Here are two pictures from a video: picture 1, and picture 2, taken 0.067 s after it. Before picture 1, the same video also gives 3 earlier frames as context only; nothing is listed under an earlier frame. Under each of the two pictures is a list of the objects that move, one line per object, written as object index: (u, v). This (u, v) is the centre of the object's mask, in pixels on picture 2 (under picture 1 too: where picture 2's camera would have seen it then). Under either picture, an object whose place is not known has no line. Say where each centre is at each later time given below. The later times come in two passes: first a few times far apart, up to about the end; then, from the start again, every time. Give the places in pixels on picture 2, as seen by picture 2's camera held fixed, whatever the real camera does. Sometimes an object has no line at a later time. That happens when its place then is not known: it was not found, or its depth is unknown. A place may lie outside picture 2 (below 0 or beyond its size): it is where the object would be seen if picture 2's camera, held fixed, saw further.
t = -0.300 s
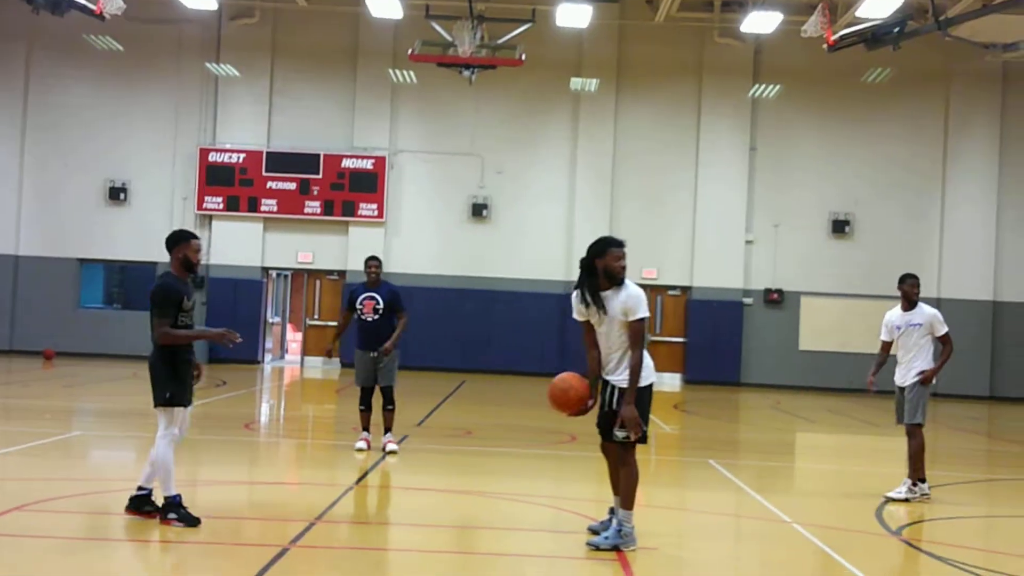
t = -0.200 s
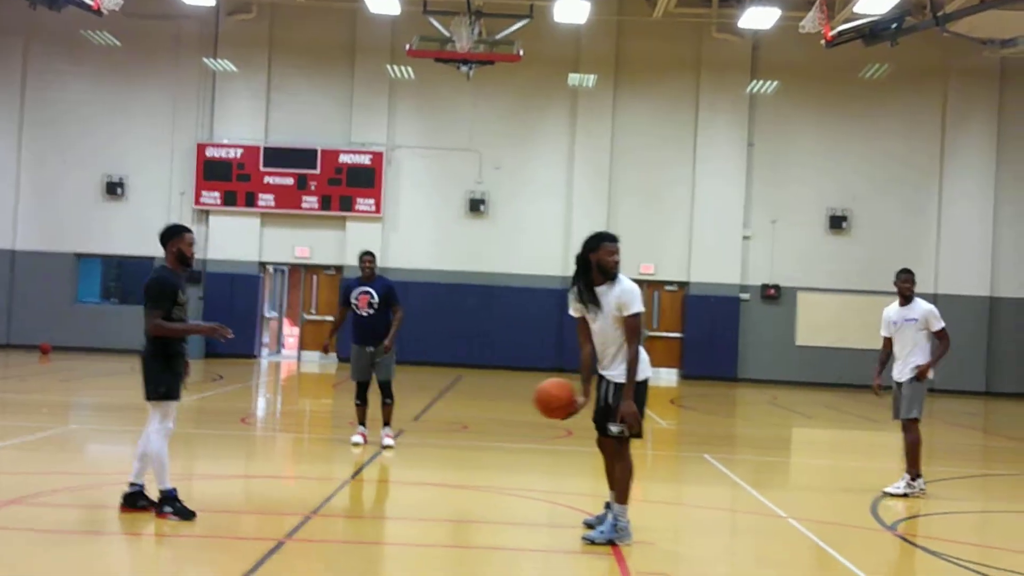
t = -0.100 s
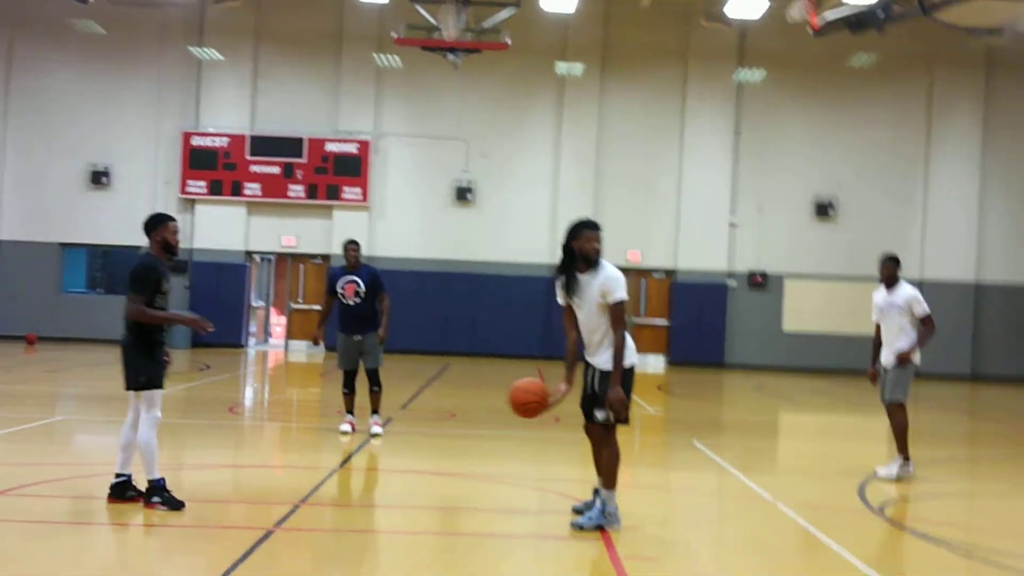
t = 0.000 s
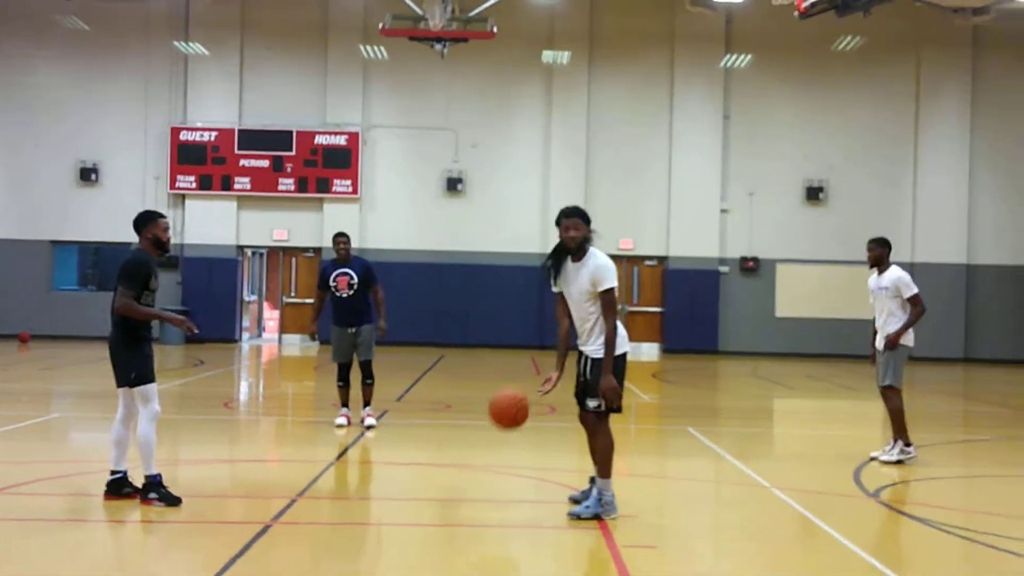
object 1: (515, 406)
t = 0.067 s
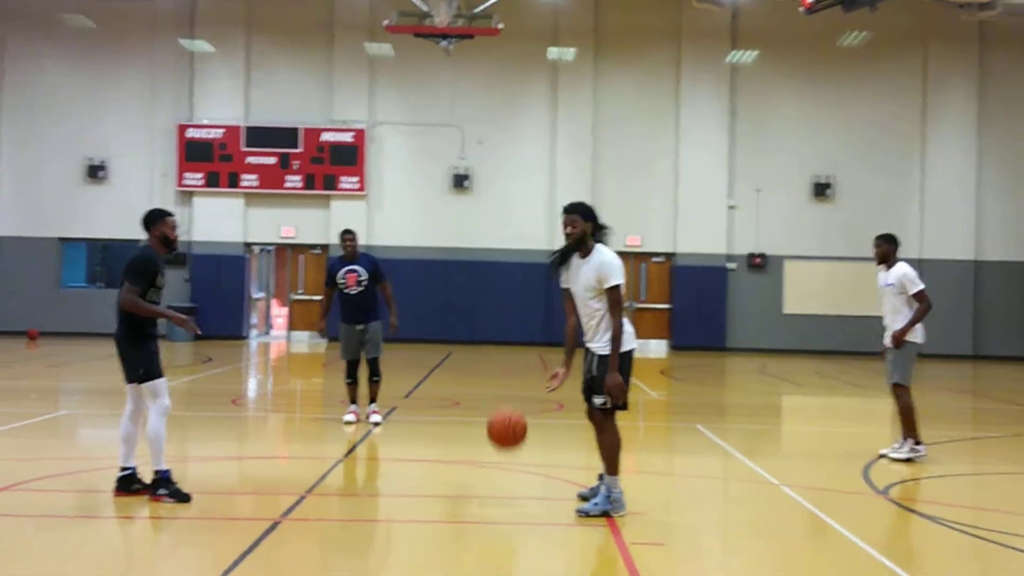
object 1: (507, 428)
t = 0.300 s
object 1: (468, 449)
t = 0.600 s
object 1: (414, 432)
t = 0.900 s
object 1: (358, 454)
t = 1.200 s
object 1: (307, 470)
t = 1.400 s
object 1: (270, 462)
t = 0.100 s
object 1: (502, 443)
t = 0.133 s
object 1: (497, 461)
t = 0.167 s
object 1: (492, 479)
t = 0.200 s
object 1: (485, 486)
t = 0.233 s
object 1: (478, 472)
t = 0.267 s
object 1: (474, 460)
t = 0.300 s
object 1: (468, 449)
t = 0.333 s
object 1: (463, 439)
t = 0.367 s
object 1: (457, 432)
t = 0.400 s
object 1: (451, 426)
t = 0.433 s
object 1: (445, 422)
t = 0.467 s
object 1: (439, 421)
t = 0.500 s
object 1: (432, 420)
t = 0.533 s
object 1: (427, 422)
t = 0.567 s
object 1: (421, 426)
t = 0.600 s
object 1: (414, 432)
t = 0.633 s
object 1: (407, 439)
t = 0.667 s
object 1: (401, 449)
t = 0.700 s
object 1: (394, 460)
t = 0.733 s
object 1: (388, 472)
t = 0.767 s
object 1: (381, 487)
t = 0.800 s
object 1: (375, 483)
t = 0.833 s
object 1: (369, 471)
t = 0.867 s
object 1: (363, 462)
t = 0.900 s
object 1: (358, 454)
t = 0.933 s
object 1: (353, 449)
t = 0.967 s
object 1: (348, 445)
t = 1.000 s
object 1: (341, 442)
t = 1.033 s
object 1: (336, 442)
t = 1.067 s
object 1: (330, 444)
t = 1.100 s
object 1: (324, 448)
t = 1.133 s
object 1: (319, 454)
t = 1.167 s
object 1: (312, 461)
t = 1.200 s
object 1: (307, 470)
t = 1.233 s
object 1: (301, 483)
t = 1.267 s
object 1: (294, 491)
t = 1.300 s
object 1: (288, 482)
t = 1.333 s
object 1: (282, 474)
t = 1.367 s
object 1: (276, 467)
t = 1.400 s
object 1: (270, 462)
